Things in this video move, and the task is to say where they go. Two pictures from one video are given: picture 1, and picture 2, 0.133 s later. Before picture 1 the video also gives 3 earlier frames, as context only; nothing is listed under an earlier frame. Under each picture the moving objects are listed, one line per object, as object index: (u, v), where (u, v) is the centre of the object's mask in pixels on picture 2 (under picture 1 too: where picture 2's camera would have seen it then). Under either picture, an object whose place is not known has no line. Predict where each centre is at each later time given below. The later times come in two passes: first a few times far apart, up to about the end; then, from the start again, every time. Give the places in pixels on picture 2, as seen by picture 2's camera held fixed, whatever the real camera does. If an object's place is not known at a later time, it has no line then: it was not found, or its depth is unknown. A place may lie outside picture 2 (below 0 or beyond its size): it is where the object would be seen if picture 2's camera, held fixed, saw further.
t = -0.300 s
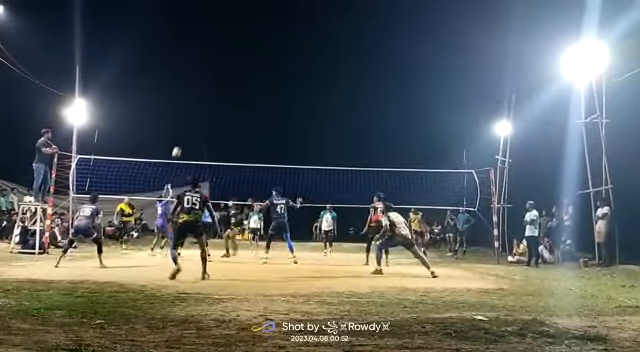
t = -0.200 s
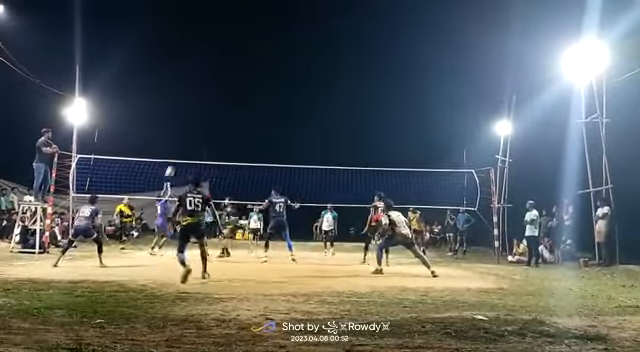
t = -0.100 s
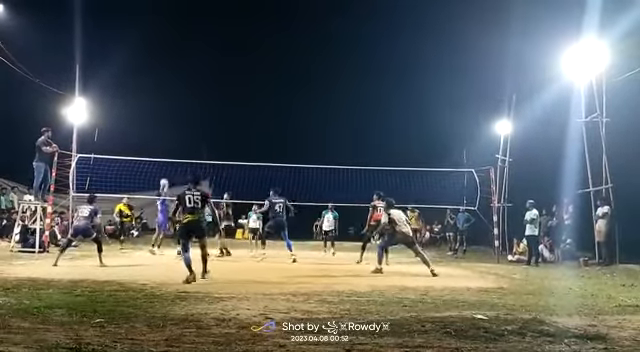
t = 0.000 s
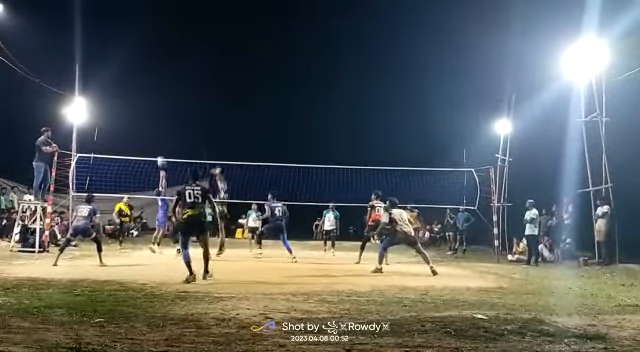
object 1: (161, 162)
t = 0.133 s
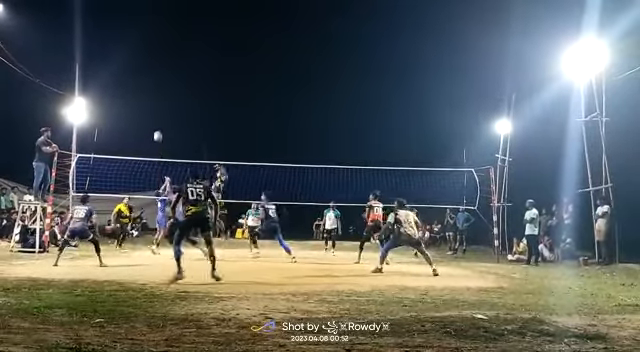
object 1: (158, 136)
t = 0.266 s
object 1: (154, 117)
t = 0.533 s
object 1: (145, 98)
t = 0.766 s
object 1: (136, 102)
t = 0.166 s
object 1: (156, 131)
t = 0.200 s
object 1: (155, 126)
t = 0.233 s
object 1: (155, 121)
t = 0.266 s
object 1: (154, 117)
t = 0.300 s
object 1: (153, 113)
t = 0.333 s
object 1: (152, 110)
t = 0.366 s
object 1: (151, 107)
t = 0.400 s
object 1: (149, 104)
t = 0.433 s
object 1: (148, 102)
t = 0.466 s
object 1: (147, 101)
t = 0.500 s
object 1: (146, 99)
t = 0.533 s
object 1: (145, 98)
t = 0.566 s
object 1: (144, 98)
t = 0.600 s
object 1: (143, 97)
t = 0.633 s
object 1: (142, 97)
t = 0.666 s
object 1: (140, 98)
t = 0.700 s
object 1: (139, 99)
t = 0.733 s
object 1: (138, 100)
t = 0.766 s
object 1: (136, 102)
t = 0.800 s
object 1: (135, 104)
